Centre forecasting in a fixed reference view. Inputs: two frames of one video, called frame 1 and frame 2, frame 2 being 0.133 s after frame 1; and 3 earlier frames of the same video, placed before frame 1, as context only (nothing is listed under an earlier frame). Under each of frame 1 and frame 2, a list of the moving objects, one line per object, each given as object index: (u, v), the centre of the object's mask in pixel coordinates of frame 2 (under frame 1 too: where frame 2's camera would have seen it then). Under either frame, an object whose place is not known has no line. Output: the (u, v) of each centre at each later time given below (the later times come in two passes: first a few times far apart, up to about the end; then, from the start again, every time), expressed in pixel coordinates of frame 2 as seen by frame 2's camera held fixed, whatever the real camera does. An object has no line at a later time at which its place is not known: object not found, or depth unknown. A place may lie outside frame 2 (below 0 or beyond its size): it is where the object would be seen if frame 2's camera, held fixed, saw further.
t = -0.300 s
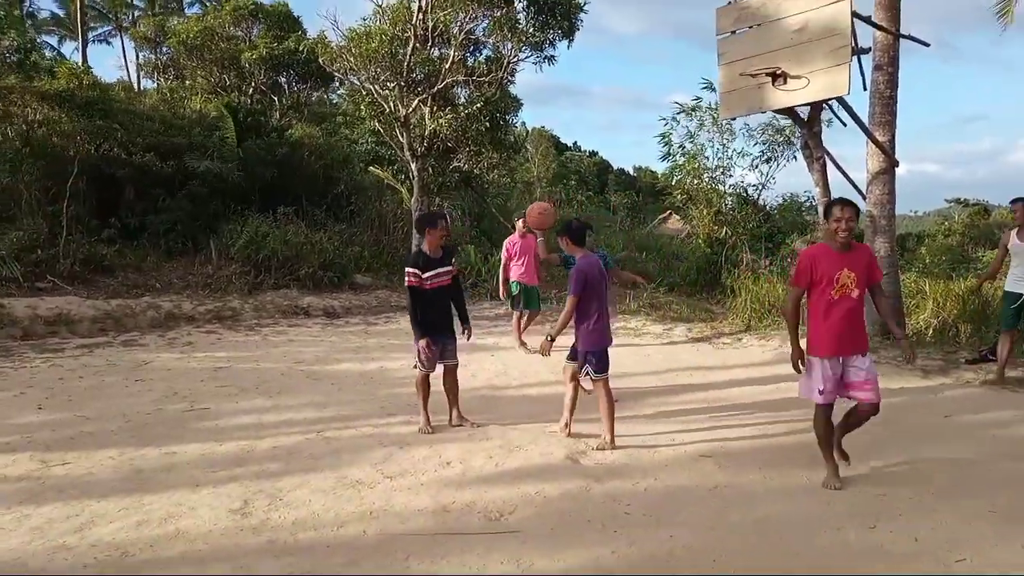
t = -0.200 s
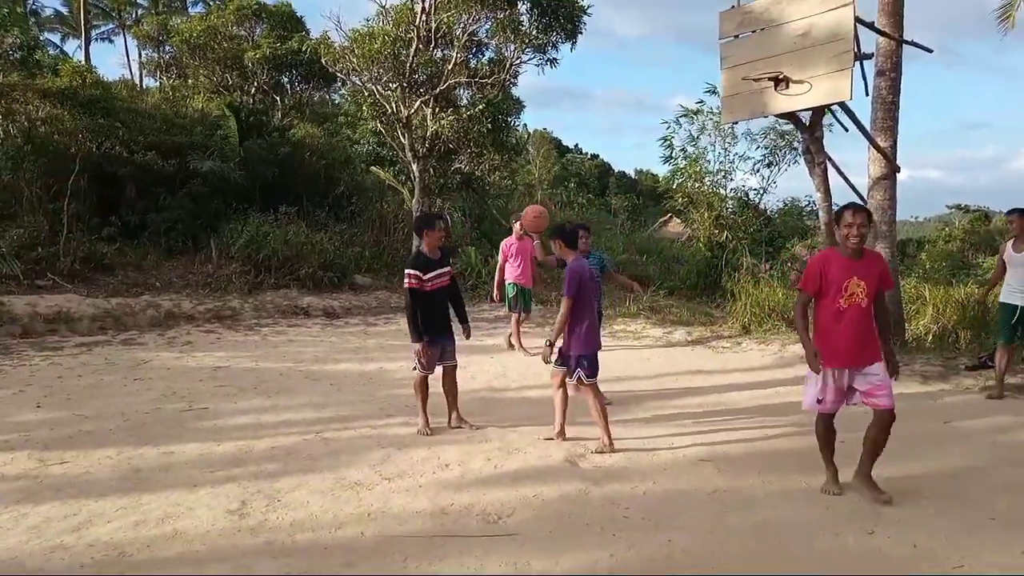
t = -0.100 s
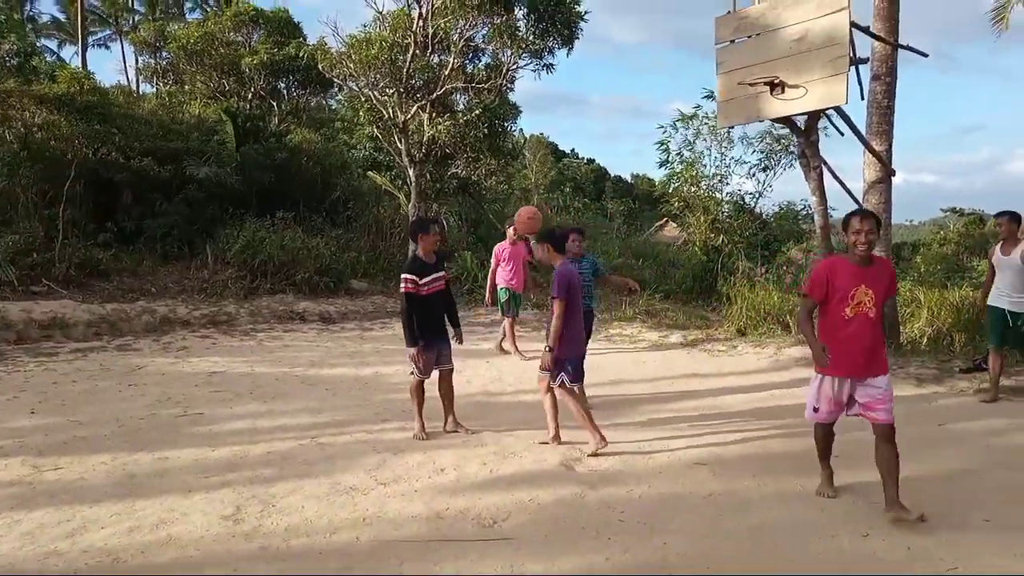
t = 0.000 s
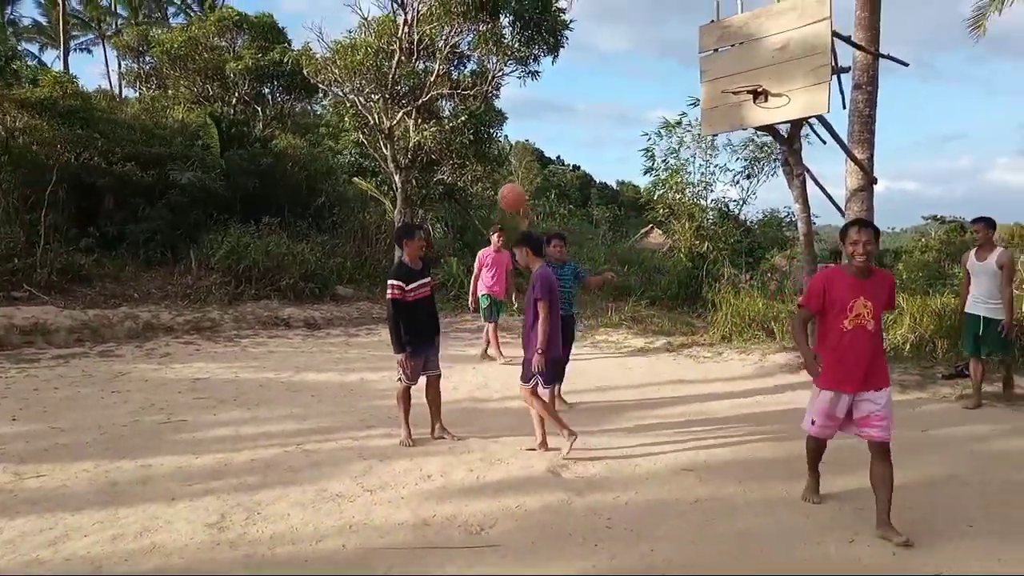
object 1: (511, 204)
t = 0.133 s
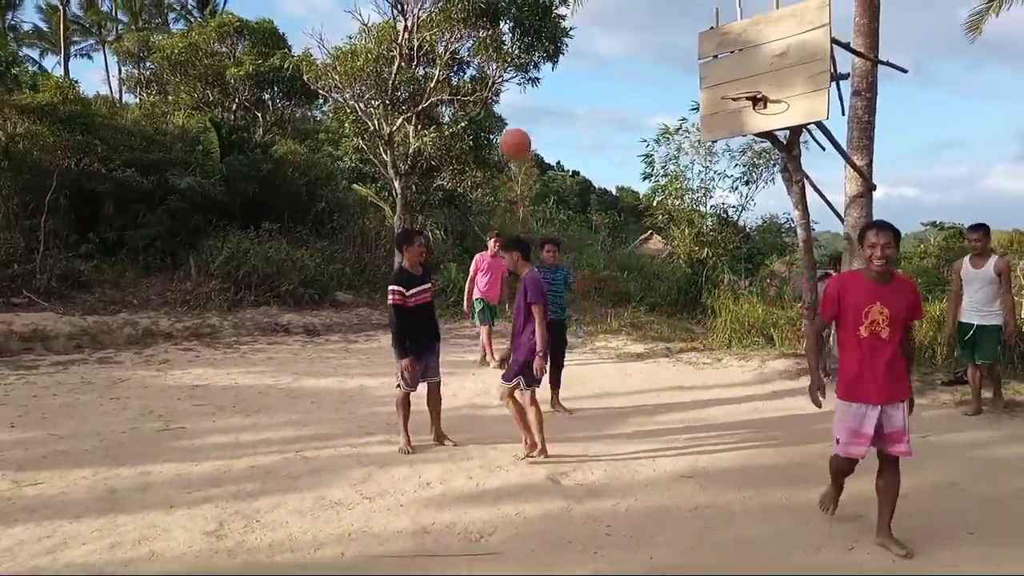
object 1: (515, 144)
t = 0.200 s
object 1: (518, 119)
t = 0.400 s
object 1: (522, 67)
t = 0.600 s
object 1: (533, 71)
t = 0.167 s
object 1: (517, 131)
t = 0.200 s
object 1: (518, 119)
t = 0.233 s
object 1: (518, 107)
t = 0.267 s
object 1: (518, 97)
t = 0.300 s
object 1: (519, 88)
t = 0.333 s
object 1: (521, 79)
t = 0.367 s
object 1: (521, 73)
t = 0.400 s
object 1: (522, 67)
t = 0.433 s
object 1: (523, 62)
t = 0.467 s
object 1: (524, 62)
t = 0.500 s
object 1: (526, 60)
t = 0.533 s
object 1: (528, 61)
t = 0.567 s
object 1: (529, 63)
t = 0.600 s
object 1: (533, 71)
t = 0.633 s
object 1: (535, 82)
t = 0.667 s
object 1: (539, 93)
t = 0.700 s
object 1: (545, 112)
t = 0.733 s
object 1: (550, 133)
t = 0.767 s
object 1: (555, 157)
